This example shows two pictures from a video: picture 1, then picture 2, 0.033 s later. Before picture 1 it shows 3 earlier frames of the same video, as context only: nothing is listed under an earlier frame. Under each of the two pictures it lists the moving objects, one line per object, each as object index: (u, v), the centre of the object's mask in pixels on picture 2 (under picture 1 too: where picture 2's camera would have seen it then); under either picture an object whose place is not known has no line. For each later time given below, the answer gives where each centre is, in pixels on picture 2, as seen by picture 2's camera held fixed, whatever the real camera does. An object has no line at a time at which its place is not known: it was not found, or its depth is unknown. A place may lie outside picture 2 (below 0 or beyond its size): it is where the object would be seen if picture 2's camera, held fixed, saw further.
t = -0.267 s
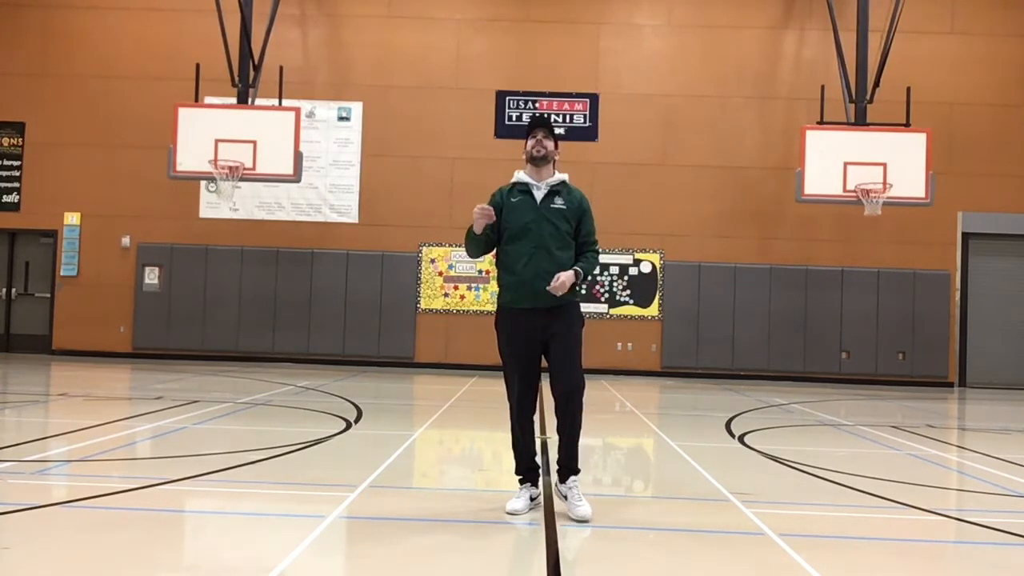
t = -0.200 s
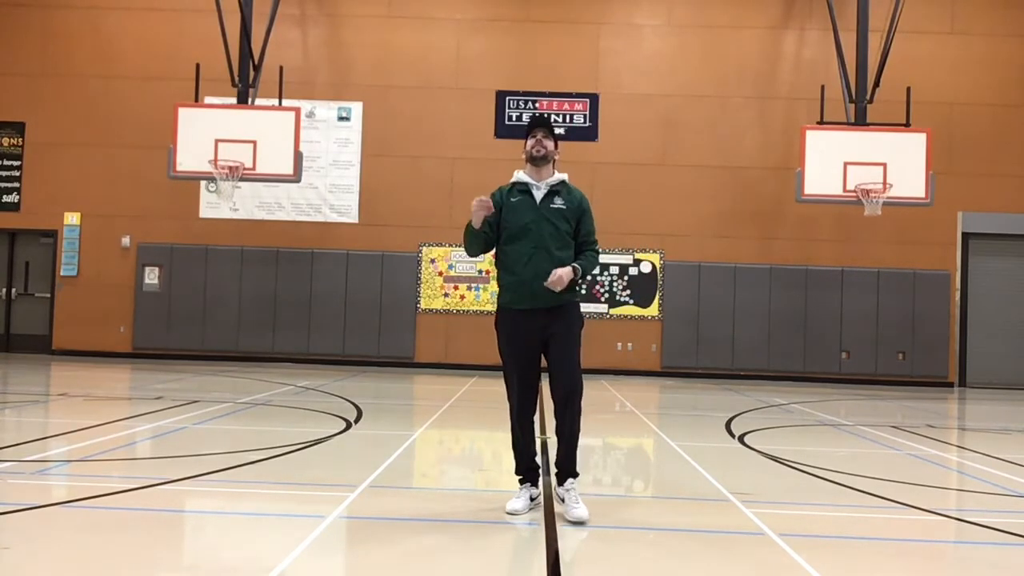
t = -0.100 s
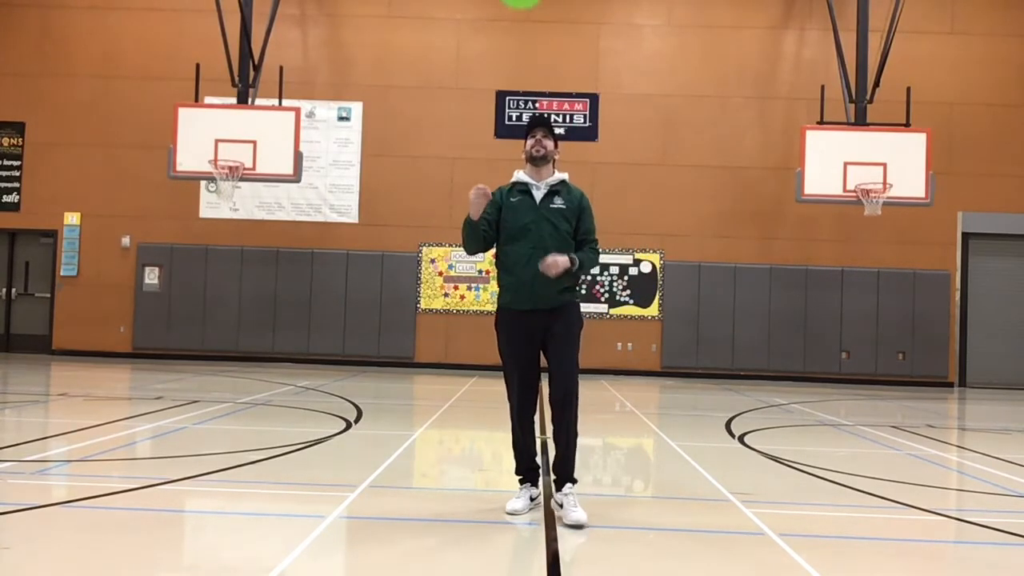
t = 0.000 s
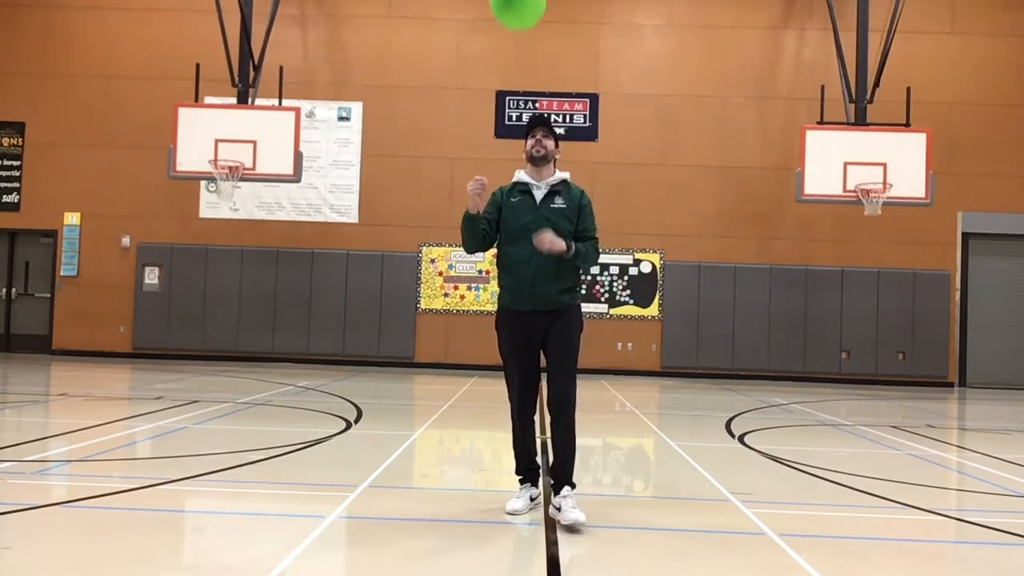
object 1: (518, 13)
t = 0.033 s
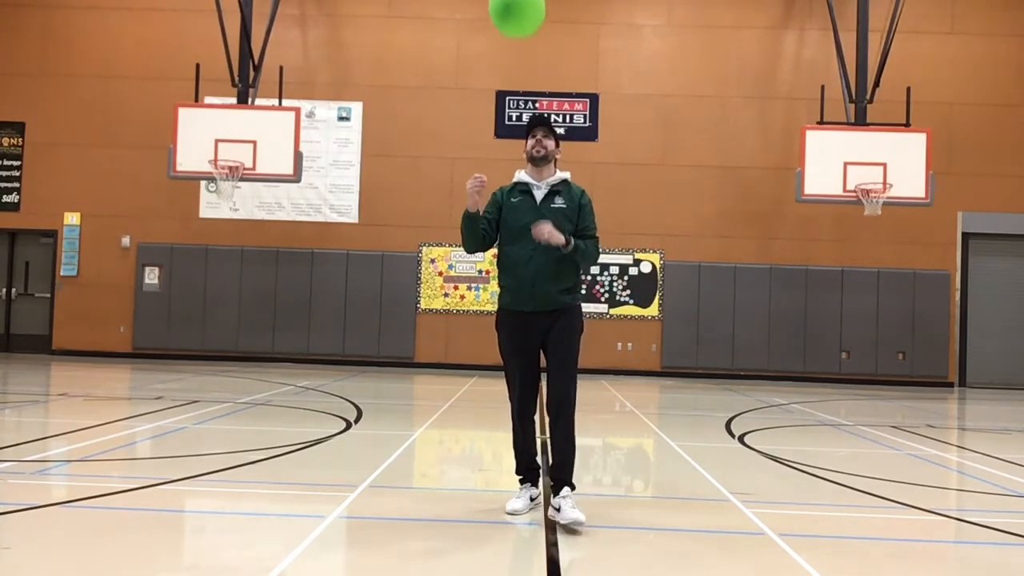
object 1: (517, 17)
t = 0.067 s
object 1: (516, 21)
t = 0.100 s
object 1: (516, 26)
